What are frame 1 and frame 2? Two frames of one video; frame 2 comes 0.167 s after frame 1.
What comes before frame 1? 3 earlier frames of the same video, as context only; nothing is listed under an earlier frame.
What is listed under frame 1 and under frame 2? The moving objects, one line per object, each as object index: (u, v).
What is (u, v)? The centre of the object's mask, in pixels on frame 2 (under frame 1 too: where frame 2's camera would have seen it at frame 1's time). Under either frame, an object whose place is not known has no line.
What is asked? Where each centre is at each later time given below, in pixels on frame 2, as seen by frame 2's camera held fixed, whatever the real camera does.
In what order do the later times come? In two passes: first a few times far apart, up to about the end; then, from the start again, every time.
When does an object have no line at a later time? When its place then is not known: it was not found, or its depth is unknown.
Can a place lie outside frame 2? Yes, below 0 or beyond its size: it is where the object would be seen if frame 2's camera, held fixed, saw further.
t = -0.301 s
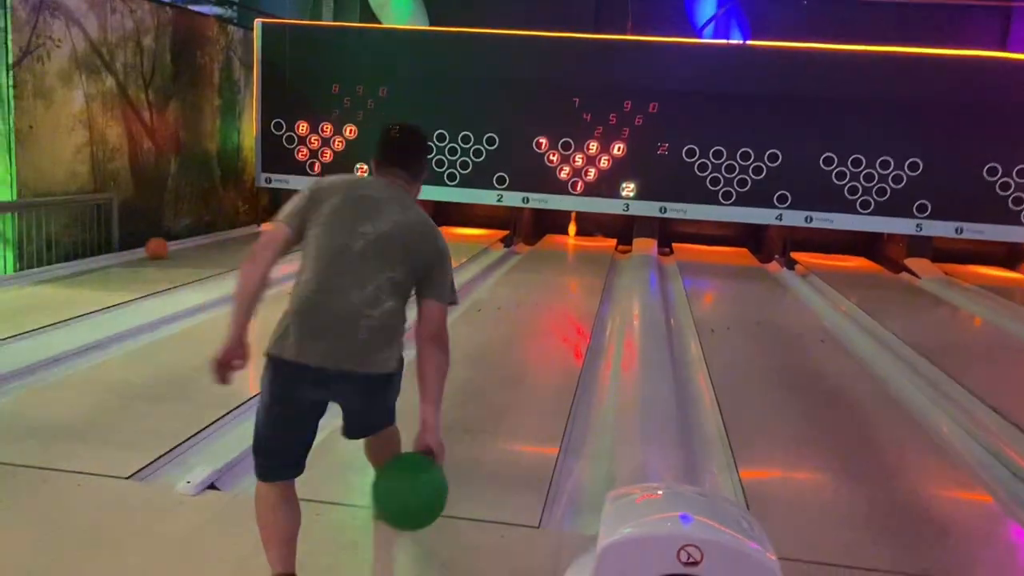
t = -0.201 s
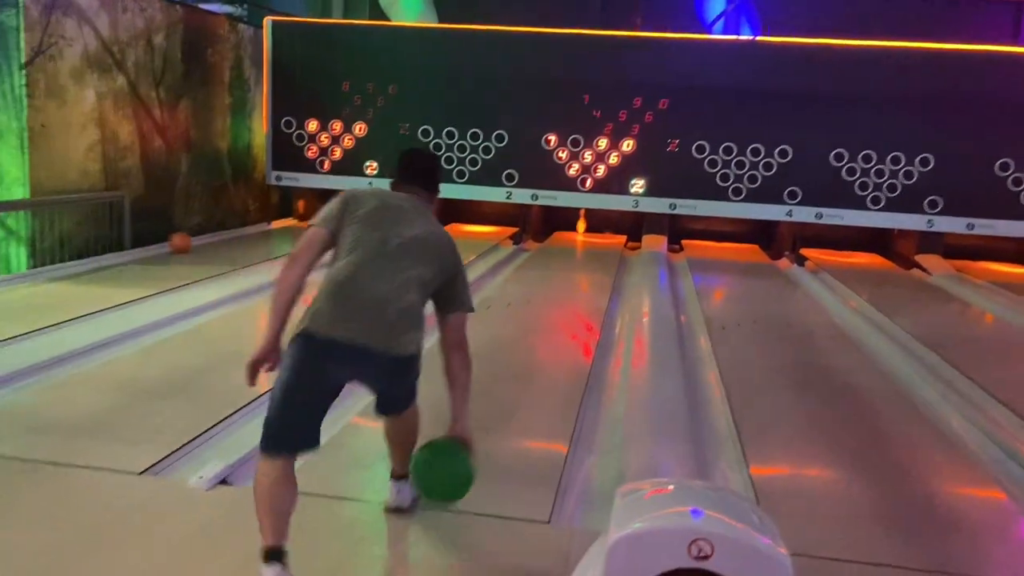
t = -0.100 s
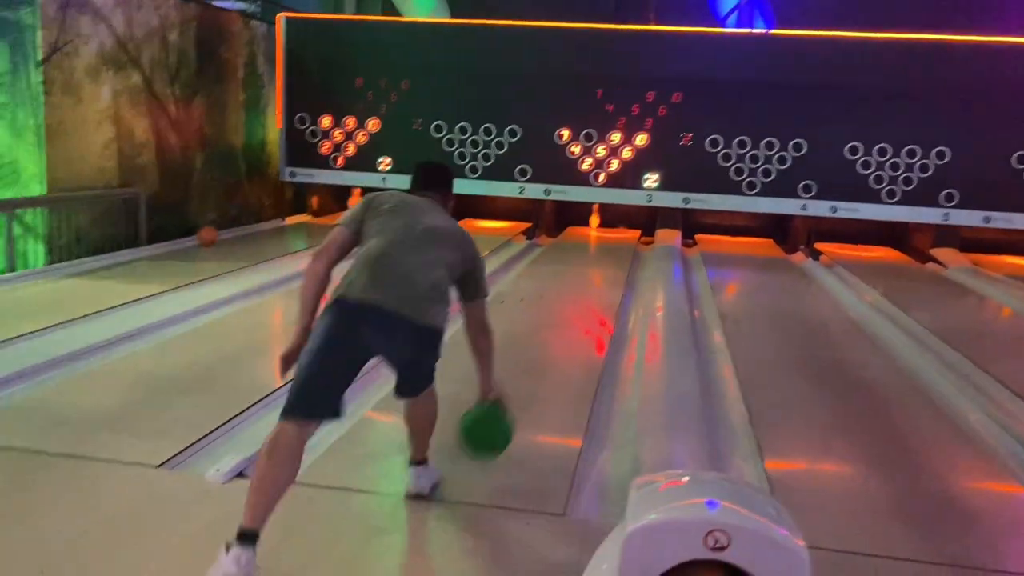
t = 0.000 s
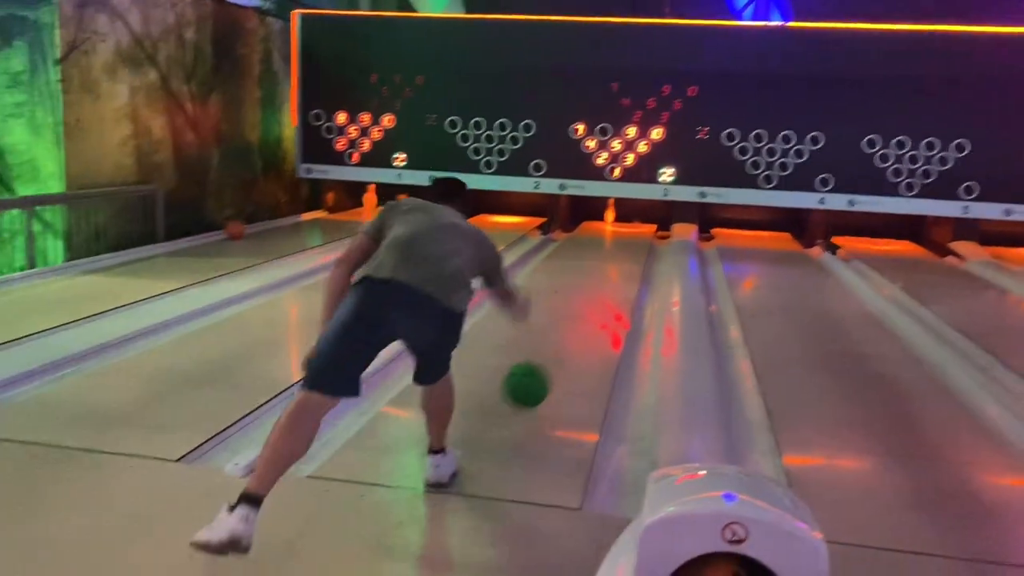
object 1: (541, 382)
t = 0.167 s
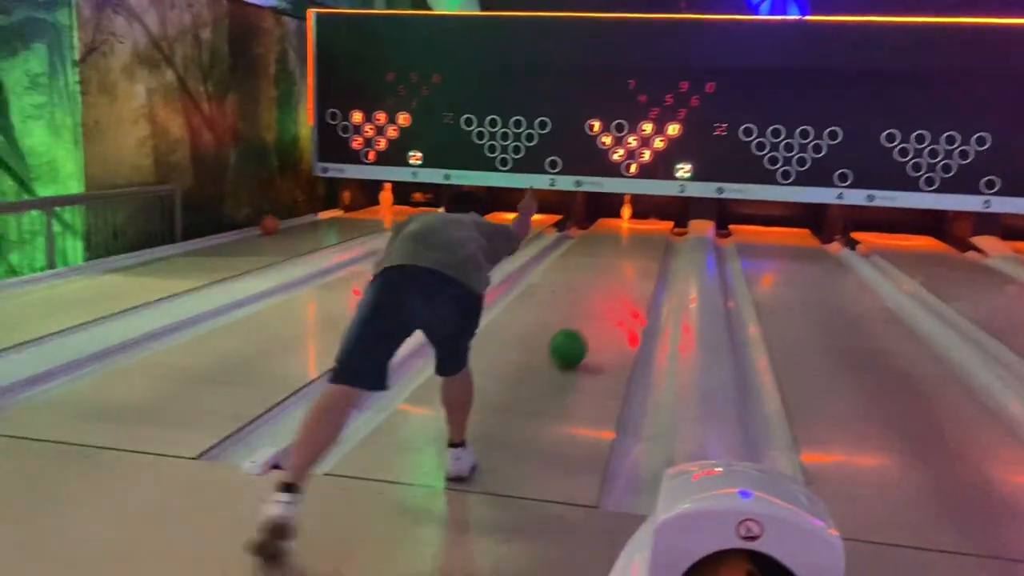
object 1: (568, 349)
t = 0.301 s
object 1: (582, 320)
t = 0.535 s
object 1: (598, 287)
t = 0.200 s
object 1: (571, 341)
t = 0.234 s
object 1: (575, 333)
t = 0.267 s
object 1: (579, 326)
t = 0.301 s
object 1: (582, 320)
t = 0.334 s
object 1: (585, 314)
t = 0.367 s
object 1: (588, 309)
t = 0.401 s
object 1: (590, 304)
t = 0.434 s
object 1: (592, 299)
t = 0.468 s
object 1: (595, 294)
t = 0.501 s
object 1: (596, 290)
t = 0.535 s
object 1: (598, 287)
